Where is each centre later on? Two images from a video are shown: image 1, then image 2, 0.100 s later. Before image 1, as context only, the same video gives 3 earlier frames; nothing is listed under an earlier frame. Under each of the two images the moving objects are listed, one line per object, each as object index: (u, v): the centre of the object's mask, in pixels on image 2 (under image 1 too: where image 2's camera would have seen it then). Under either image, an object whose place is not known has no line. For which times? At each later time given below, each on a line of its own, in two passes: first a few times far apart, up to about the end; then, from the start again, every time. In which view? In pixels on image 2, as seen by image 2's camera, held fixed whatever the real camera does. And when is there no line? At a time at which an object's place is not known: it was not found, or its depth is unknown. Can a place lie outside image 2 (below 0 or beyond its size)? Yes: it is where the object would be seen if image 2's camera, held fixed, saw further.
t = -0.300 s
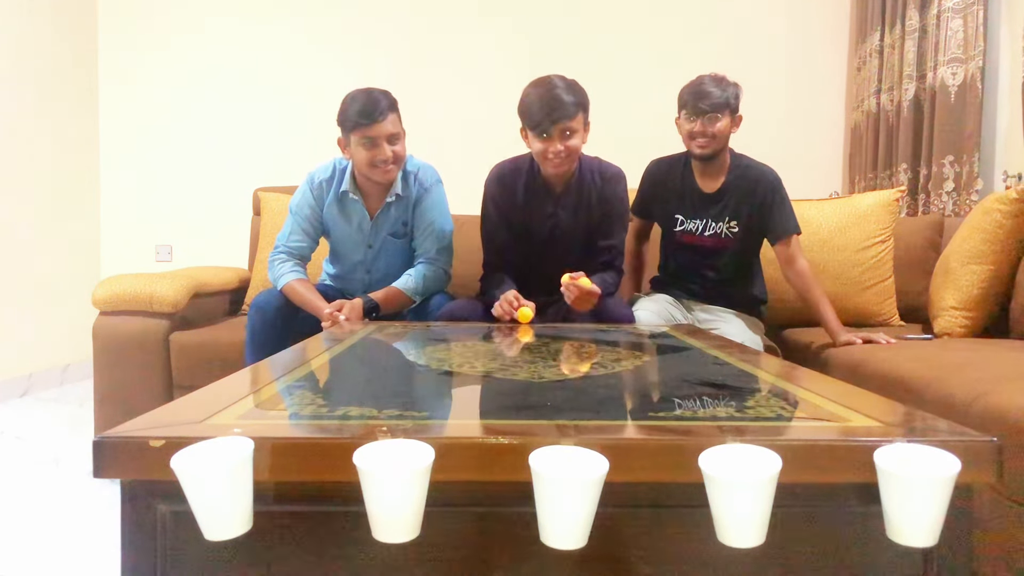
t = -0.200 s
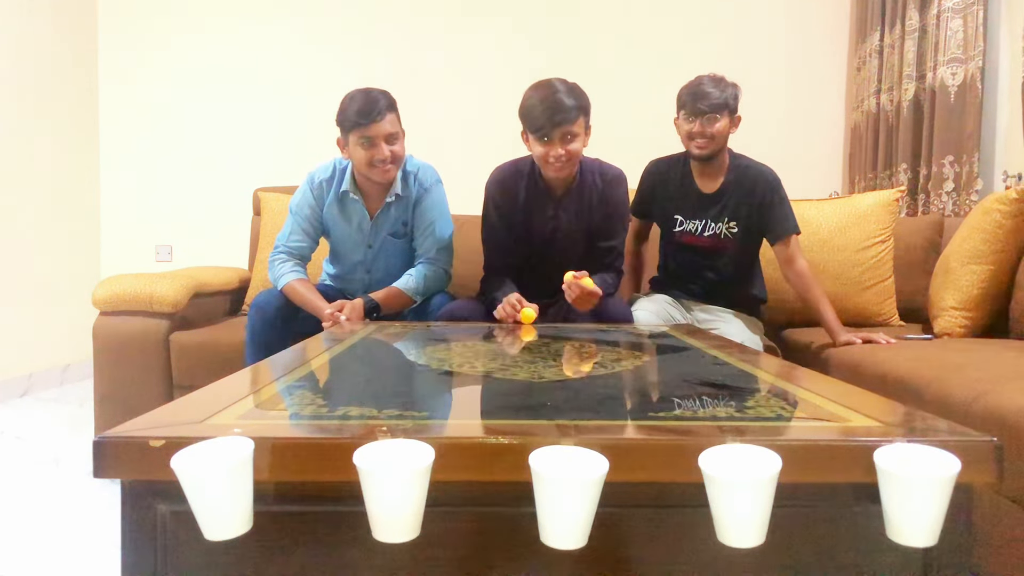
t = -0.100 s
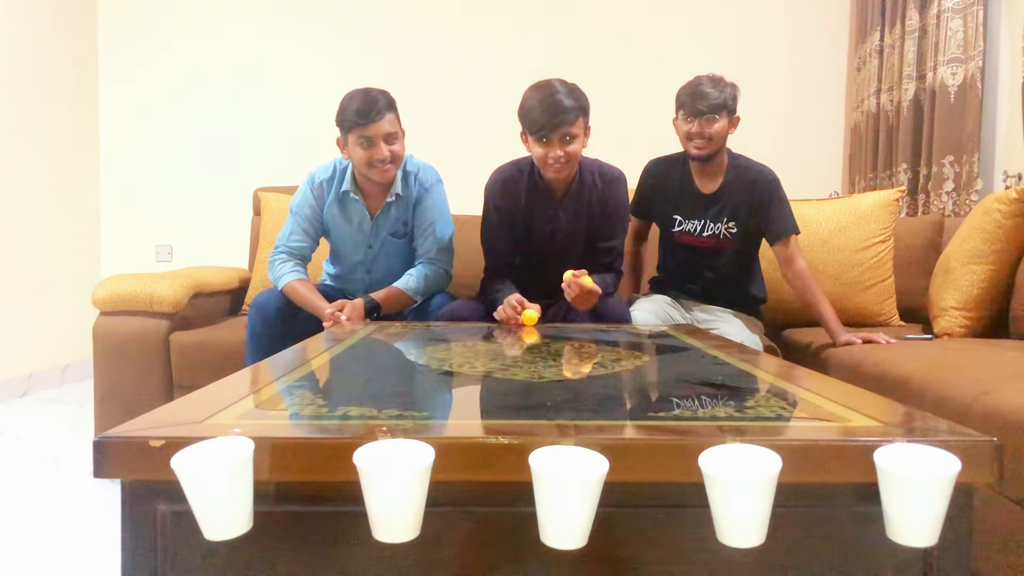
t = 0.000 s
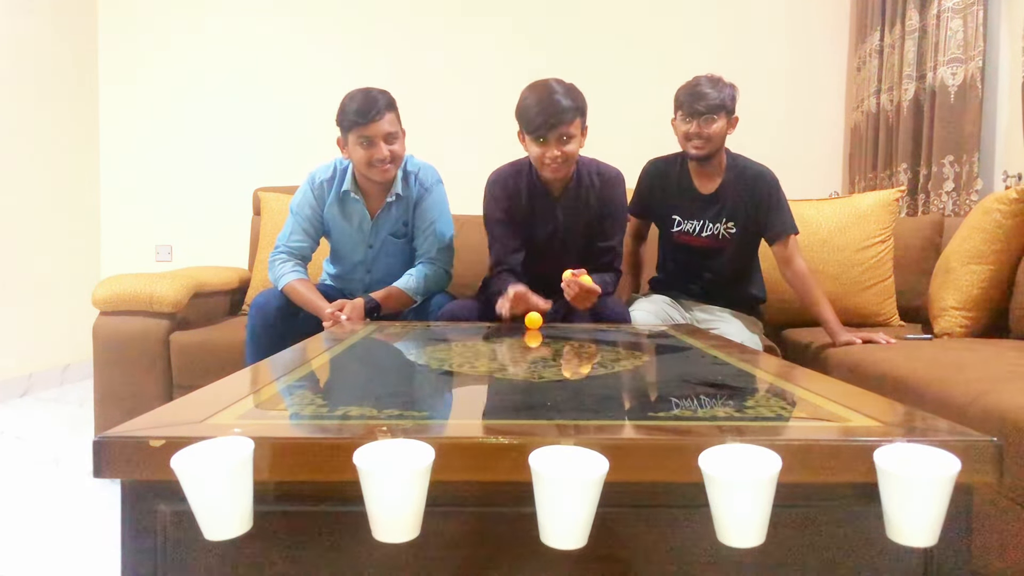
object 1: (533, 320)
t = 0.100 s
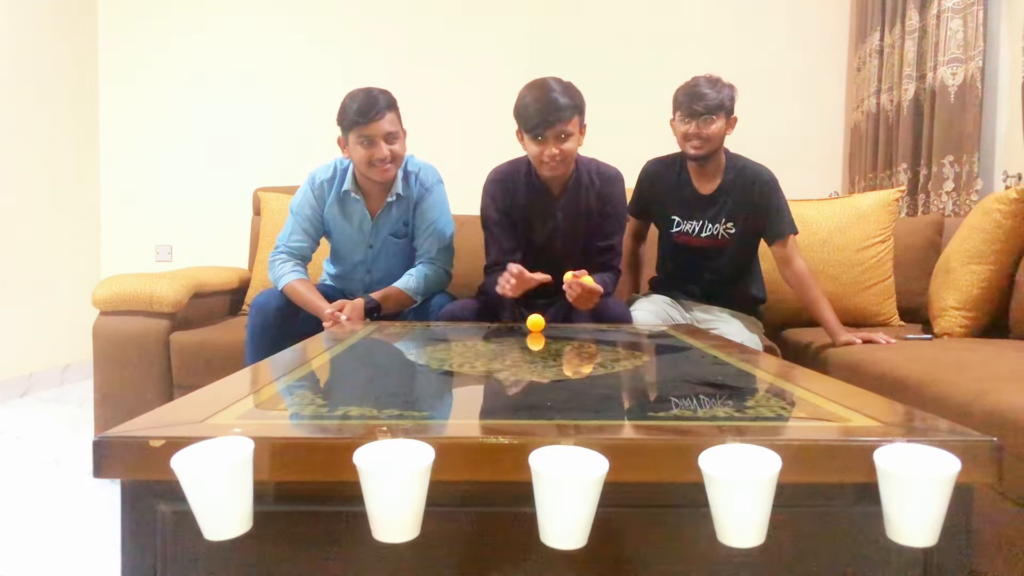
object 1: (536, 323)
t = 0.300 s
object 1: (539, 328)
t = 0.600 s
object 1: (540, 336)
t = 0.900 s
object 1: (537, 345)
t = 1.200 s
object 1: (533, 354)
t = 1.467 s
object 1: (528, 363)
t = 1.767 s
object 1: (525, 373)
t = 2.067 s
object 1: (529, 385)
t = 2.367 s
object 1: (543, 397)
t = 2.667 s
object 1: (570, 408)
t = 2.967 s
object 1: (611, 421)
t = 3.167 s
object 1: (660, 564)
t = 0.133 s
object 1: (536, 324)
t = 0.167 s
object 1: (537, 324)
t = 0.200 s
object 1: (537, 325)
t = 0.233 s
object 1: (538, 326)
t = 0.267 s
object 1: (538, 327)
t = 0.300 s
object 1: (539, 328)
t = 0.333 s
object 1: (539, 329)
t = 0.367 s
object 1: (539, 330)
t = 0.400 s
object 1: (539, 330)
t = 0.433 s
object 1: (540, 331)
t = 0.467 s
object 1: (540, 332)
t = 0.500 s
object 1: (540, 333)
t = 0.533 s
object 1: (540, 334)
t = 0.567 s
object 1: (540, 335)
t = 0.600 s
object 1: (540, 336)
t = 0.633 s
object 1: (540, 337)
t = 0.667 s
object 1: (540, 337)
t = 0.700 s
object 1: (540, 338)
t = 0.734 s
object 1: (539, 339)
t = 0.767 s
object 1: (539, 340)
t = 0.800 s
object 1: (538, 342)
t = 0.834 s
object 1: (538, 342)
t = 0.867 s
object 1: (537, 343)
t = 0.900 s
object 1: (537, 345)
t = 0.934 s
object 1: (537, 346)
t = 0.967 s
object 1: (537, 346)
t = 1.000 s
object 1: (536, 348)
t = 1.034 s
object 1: (535, 349)
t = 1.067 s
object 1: (534, 350)
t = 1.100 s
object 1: (534, 351)
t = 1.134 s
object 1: (533, 352)
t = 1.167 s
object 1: (533, 353)
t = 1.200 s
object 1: (533, 354)
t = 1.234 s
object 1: (532, 355)
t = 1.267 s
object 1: (531, 356)
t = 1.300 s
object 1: (530, 357)
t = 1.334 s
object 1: (530, 358)
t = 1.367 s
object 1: (529, 359)
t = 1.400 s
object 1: (529, 360)
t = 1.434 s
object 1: (528, 362)
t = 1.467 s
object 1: (528, 363)
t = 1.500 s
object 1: (527, 364)
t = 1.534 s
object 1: (527, 365)
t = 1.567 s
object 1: (526, 366)
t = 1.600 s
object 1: (525, 368)
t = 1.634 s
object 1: (525, 369)
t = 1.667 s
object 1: (525, 370)
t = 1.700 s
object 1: (525, 371)
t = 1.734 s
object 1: (525, 372)
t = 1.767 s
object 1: (525, 373)
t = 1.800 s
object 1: (525, 375)
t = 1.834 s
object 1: (525, 376)
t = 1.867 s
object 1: (525, 377)
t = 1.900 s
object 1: (525, 379)
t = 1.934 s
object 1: (525, 380)
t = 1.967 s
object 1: (526, 381)
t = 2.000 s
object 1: (527, 383)
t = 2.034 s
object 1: (527, 384)
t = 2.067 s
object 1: (529, 385)
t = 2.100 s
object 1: (530, 386)
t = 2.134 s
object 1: (531, 387)
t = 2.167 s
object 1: (532, 389)
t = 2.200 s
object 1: (534, 390)
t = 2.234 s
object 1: (535, 392)
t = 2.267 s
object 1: (537, 393)
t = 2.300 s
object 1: (539, 394)
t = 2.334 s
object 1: (541, 396)
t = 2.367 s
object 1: (543, 397)
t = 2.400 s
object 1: (545, 398)
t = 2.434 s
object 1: (548, 400)
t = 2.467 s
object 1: (551, 401)
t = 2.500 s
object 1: (554, 402)
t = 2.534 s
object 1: (557, 404)
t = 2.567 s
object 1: (560, 404)
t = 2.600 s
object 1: (564, 405)
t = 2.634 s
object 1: (567, 406)
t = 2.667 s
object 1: (570, 408)
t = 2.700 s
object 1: (574, 409)
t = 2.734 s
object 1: (578, 410)
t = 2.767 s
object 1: (582, 410)
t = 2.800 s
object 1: (586, 412)
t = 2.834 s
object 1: (591, 413)
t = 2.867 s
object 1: (596, 415)
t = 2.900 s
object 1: (600, 416)
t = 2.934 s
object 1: (605, 417)
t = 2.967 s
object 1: (611, 421)
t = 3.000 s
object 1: (616, 431)
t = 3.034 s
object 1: (622, 445)
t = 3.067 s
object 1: (633, 464)
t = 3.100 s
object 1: (644, 495)
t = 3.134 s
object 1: (654, 537)
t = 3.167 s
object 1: (660, 564)
